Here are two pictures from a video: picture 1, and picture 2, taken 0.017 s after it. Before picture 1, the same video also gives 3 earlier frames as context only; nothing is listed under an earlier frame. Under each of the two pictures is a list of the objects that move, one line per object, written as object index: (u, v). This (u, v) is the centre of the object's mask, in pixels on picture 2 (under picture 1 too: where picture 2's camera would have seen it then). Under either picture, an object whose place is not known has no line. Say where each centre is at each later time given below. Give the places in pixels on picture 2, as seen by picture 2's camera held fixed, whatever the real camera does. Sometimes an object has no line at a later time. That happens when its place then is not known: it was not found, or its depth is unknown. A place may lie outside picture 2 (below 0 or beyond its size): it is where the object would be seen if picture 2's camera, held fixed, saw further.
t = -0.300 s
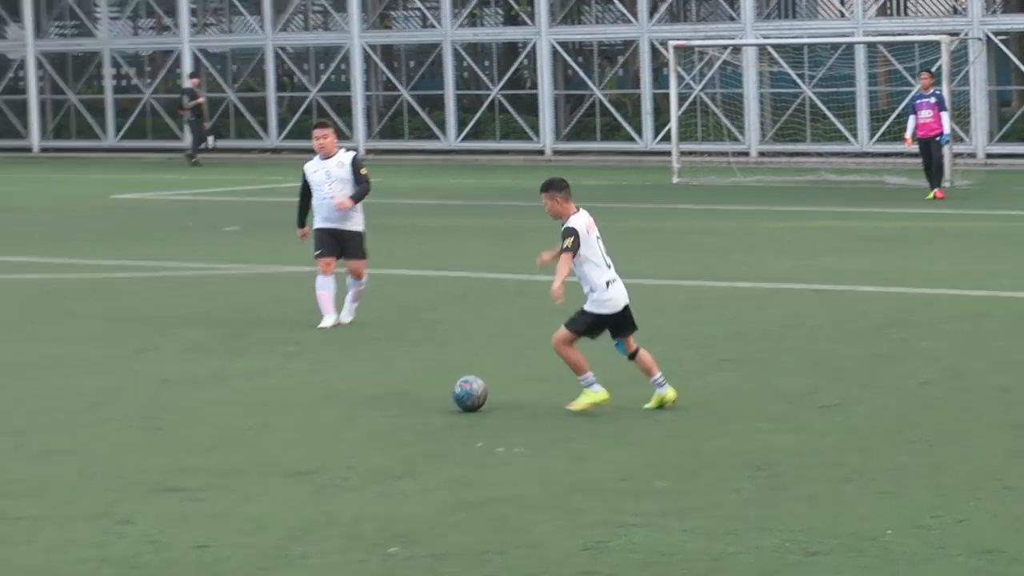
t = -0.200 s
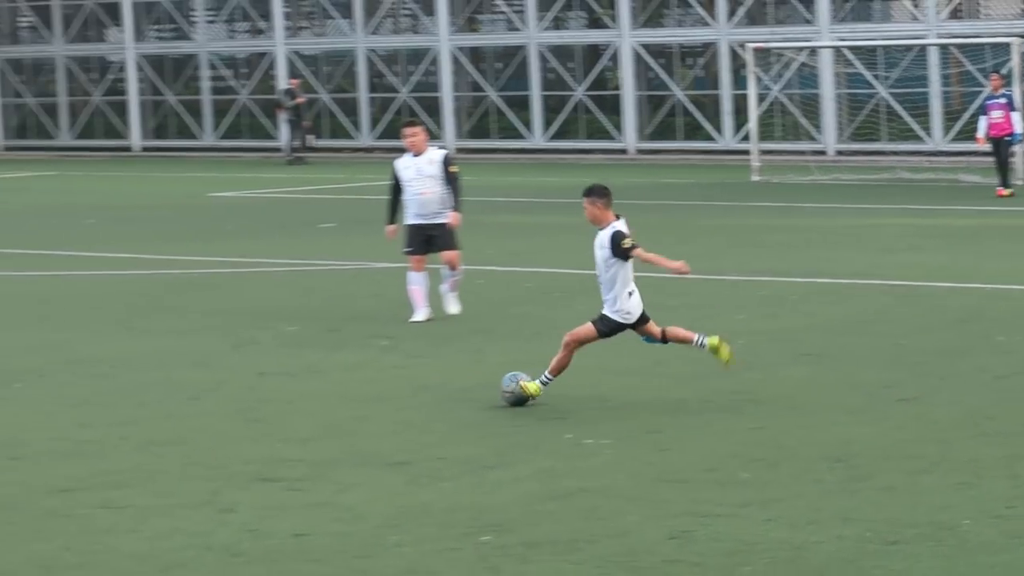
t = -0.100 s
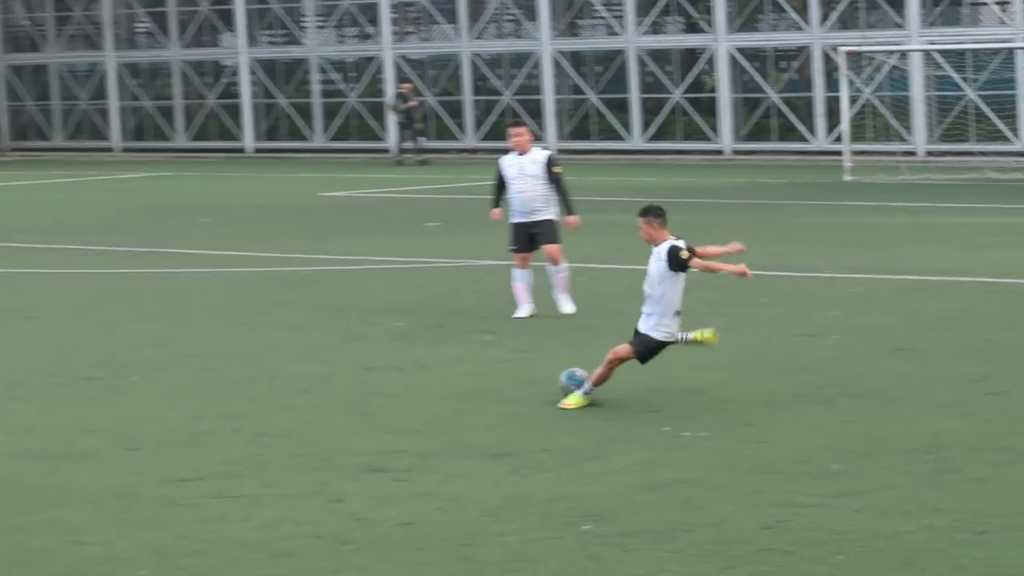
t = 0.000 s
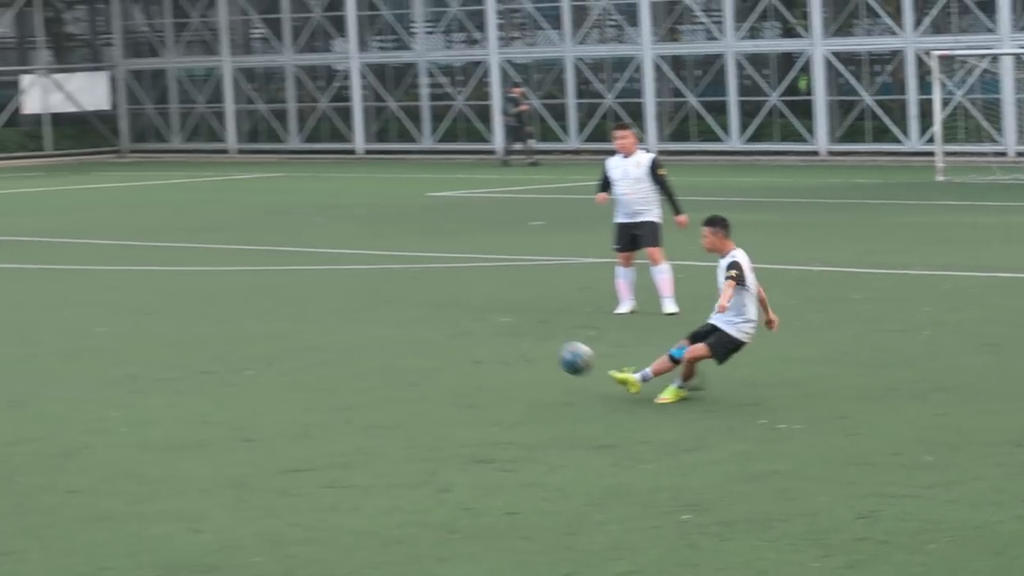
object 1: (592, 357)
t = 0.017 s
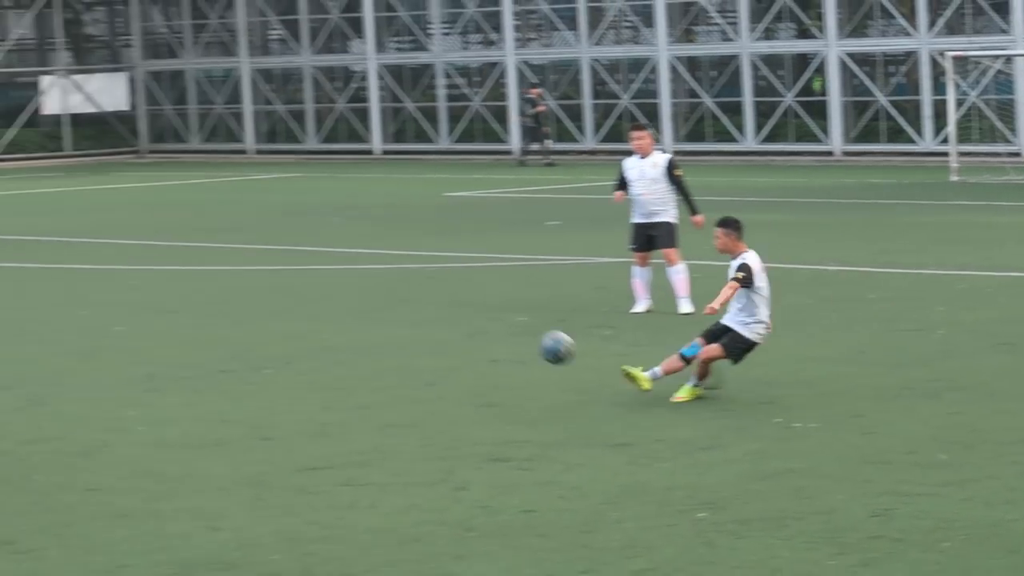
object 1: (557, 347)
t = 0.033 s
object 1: (521, 338)
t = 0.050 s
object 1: (484, 328)
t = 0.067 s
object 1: (447, 318)
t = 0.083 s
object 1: (409, 307)
